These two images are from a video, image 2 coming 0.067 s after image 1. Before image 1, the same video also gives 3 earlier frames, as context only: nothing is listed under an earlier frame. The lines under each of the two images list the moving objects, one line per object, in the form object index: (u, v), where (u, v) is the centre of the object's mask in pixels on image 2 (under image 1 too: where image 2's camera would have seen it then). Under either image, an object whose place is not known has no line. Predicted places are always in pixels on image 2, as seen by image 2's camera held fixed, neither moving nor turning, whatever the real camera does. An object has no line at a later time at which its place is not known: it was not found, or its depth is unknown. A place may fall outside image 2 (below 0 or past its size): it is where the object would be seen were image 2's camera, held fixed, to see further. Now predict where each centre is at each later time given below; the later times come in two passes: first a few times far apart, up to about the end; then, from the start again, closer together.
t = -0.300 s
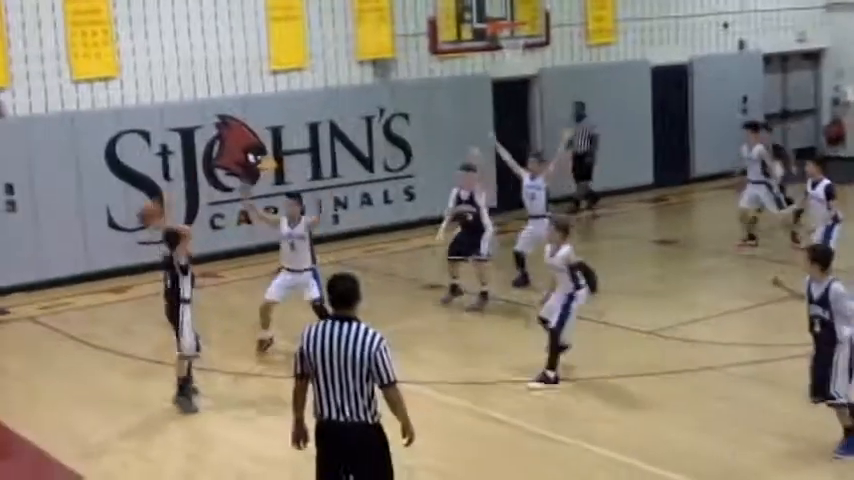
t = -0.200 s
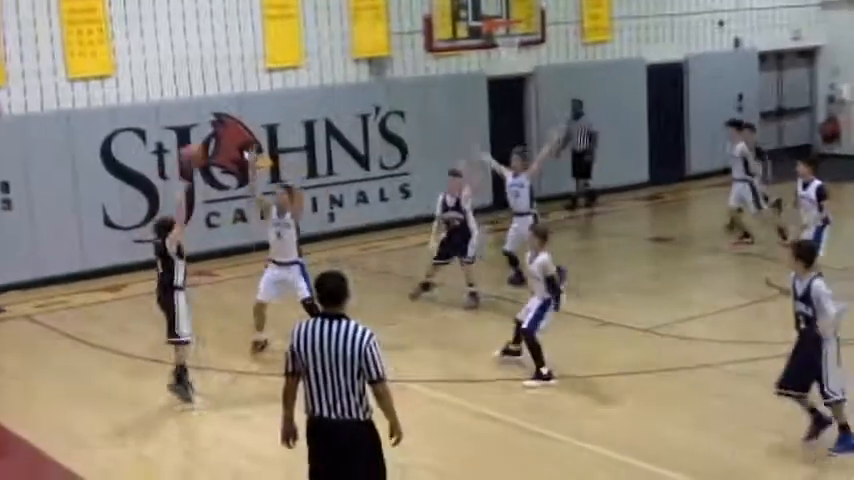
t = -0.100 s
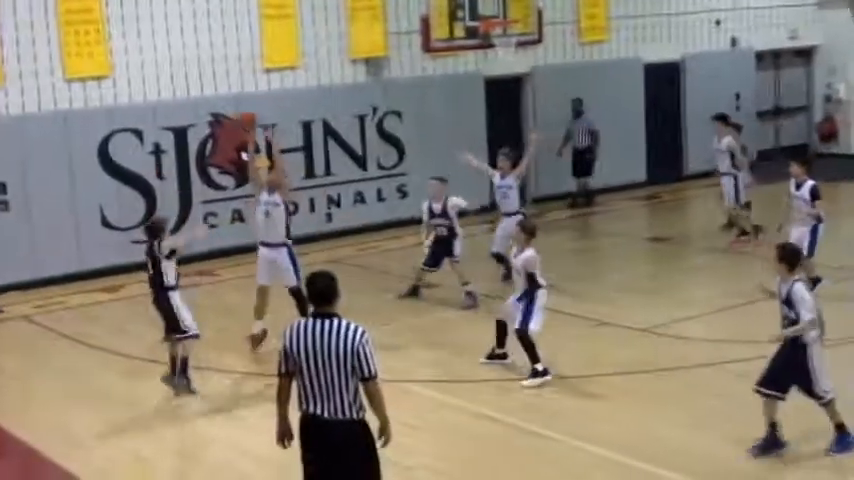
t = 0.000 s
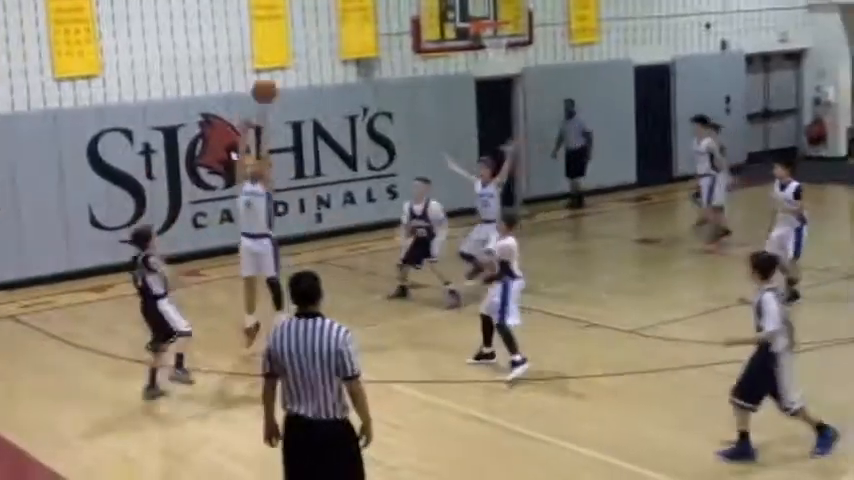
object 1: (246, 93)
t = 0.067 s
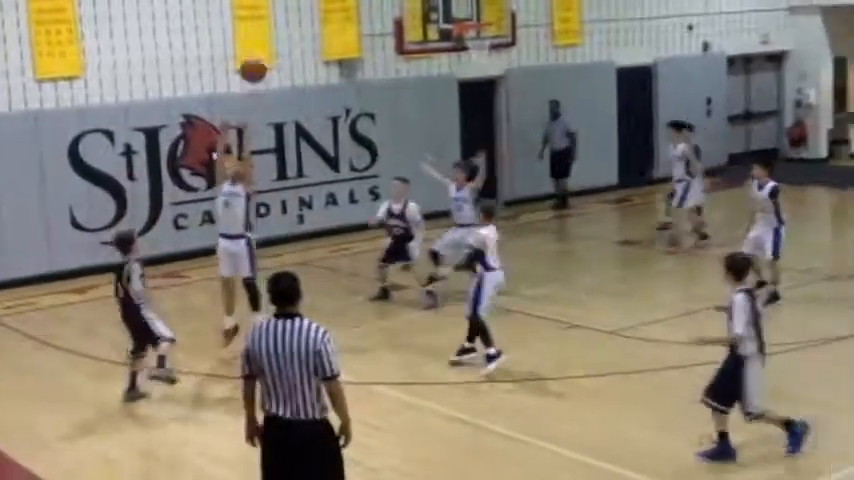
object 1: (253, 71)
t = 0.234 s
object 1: (270, 35)
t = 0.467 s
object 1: (296, 36)
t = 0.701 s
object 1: (326, 91)
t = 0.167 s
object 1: (263, 45)
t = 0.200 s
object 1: (267, 40)
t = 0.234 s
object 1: (270, 35)
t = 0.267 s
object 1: (273, 32)
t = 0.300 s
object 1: (277, 30)
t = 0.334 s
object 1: (281, 29)
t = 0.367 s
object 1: (284, 29)
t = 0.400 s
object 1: (288, 30)
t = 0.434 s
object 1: (292, 33)
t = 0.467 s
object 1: (296, 36)
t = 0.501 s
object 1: (301, 40)
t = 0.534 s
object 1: (305, 46)
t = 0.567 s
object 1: (309, 53)
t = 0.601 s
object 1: (313, 61)
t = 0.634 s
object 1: (317, 70)
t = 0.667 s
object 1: (322, 79)
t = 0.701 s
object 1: (326, 91)
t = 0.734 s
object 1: (331, 102)
